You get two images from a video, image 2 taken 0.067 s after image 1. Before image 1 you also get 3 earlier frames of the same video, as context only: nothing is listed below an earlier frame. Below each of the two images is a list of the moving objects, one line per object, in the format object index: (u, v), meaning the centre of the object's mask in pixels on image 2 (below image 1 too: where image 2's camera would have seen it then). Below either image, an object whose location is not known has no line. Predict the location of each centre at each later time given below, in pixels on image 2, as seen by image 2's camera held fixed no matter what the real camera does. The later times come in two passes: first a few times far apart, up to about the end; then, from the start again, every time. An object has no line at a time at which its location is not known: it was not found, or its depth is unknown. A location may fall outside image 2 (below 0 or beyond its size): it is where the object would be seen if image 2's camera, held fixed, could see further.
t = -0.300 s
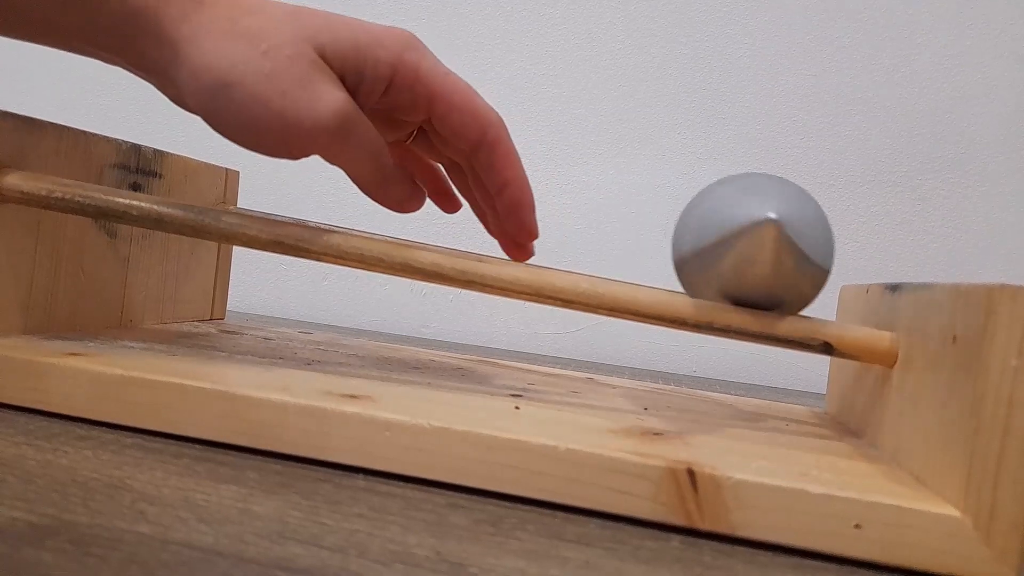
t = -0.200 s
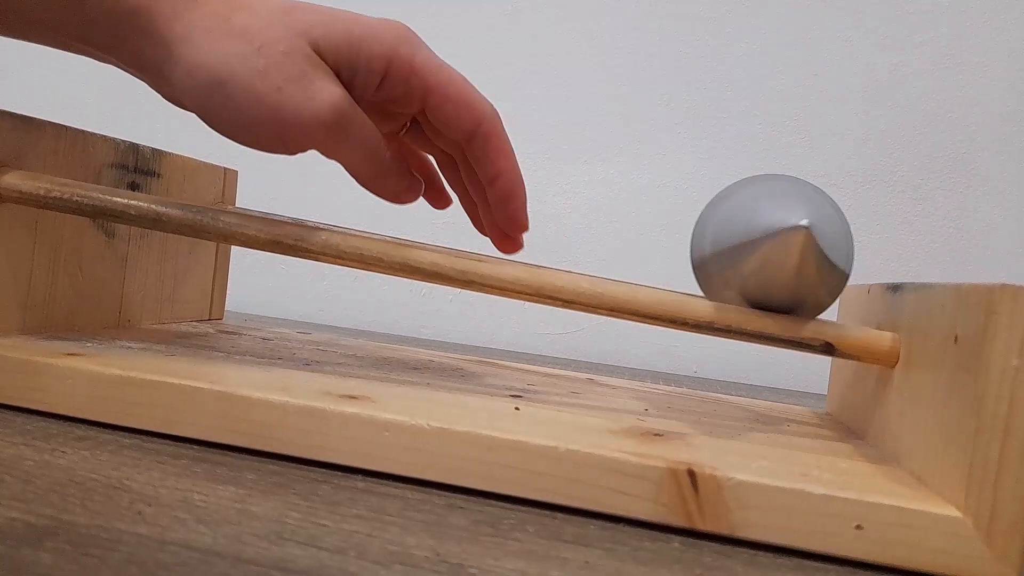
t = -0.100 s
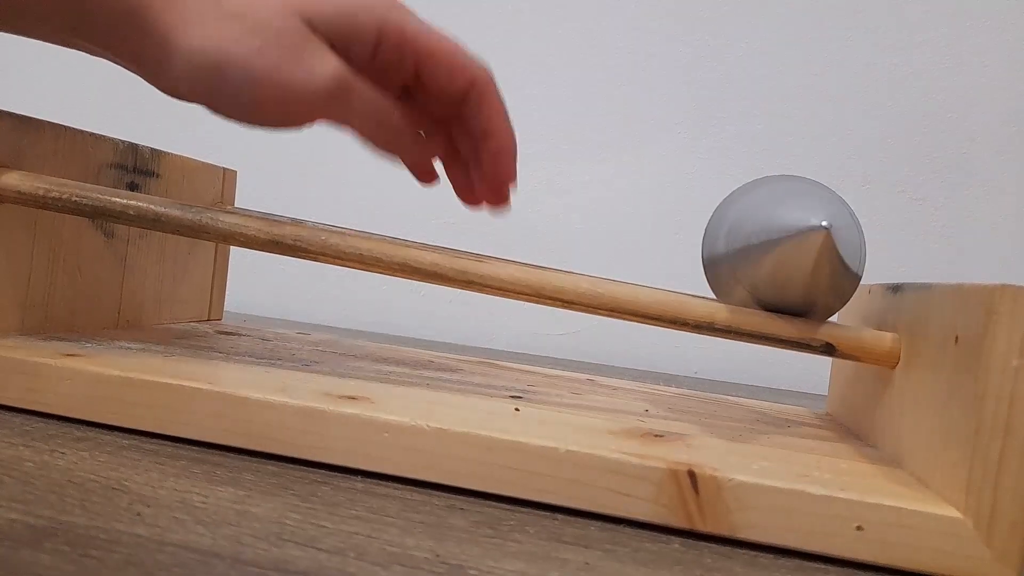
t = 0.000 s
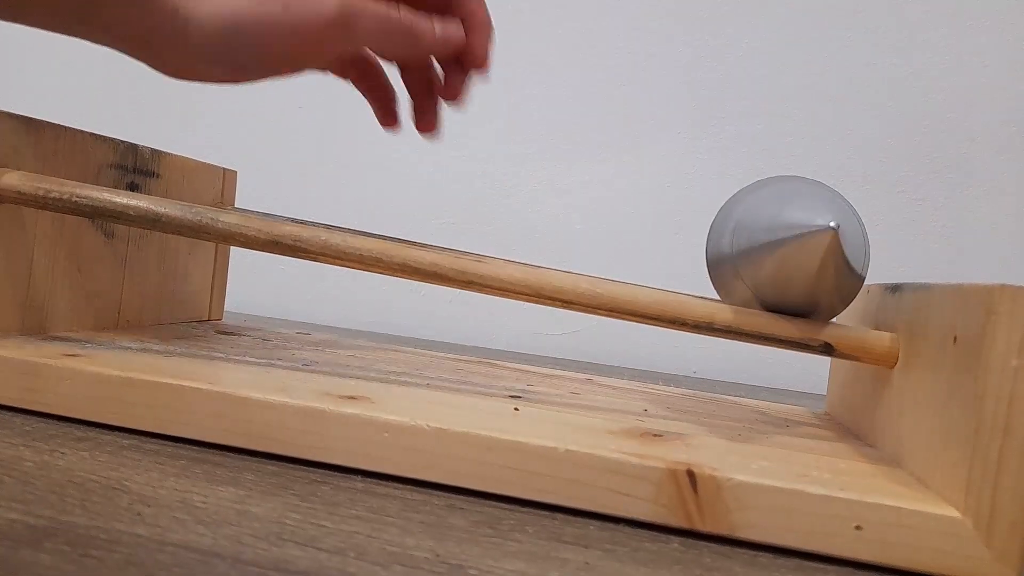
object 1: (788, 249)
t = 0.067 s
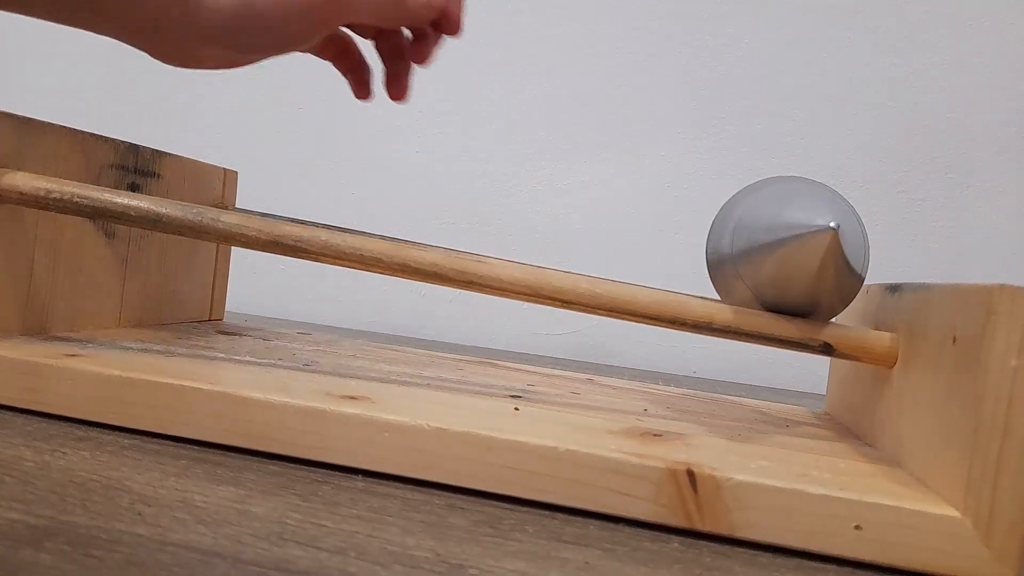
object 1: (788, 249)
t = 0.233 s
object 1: (780, 248)
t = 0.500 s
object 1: (735, 243)
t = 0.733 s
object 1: (666, 235)
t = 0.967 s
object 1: (587, 225)
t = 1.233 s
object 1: (496, 213)
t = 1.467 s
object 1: (419, 203)
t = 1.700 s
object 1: (349, 192)
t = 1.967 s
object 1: (275, 183)
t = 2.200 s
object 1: (227, 177)
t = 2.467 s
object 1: (189, 173)
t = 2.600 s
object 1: (186, 173)
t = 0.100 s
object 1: (788, 249)
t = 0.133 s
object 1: (786, 249)
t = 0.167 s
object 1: (785, 249)
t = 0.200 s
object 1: (783, 249)
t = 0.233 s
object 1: (780, 248)
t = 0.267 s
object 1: (776, 248)
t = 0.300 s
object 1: (773, 247)
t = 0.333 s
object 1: (768, 247)
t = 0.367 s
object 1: (763, 246)
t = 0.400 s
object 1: (757, 246)
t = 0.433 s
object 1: (751, 245)
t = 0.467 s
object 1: (743, 244)
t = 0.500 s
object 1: (735, 243)
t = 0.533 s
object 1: (727, 242)
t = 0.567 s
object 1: (717, 241)
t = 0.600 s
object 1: (708, 240)
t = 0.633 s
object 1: (698, 239)
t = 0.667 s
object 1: (688, 237)
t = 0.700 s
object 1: (677, 236)
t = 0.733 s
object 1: (666, 235)
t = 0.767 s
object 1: (655, 233)
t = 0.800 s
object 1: (644, 232)
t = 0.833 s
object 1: (633, 231)
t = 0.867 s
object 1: (621, 229)
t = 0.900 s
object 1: (609, 228)
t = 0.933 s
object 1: (598, 227)
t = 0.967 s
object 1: (587, 225)
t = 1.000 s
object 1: (575, 224)
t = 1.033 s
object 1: (564, 222)
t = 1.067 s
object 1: (552, 221)
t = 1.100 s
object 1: (540, 219)
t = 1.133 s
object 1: (529, 218)
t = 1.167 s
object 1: (518, 216)
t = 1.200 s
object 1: (507, 215)
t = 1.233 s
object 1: (496, 213)
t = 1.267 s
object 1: (484, 212)
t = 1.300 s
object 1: (473, 210)
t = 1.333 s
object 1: (463, 209)
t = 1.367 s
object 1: (452, 207)
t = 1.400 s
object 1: (440, 206)
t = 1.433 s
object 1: (430, 204)
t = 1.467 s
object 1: (419, 203)
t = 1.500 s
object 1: (408, 201)
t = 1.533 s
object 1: (398, 200)
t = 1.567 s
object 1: (388, 198)
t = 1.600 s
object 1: (378, 197)
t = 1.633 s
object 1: (369, 195)
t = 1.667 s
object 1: (358, 194)
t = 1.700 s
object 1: (349, 192)
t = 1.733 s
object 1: (339, 191)
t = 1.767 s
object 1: (329, 190)
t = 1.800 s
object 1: (320, 189)
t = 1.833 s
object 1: (309, 188)
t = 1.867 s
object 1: (301, 187)
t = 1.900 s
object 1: (292, 186)
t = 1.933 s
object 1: (283, 184)
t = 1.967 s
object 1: (275, 183)
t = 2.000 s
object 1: (267, 182)
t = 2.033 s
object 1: (260, 181)
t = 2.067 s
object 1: (253, 180)
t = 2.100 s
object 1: (246, 180)
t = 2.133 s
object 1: (239, 179)
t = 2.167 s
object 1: (233, 178)
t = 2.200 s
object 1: (227, 177)
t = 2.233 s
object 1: (222, 177)
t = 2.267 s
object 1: (217, 176)
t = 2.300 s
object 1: (212, 176)
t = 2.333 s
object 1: (207, 175)
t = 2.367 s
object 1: (202, 175)
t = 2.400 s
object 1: (198, 174)
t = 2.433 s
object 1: (193, 173)
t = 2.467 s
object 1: (189, 173)
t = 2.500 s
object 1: (187, 172)
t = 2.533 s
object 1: (186, 172)
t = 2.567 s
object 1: (186, 173)
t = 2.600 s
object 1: (186, 173)
